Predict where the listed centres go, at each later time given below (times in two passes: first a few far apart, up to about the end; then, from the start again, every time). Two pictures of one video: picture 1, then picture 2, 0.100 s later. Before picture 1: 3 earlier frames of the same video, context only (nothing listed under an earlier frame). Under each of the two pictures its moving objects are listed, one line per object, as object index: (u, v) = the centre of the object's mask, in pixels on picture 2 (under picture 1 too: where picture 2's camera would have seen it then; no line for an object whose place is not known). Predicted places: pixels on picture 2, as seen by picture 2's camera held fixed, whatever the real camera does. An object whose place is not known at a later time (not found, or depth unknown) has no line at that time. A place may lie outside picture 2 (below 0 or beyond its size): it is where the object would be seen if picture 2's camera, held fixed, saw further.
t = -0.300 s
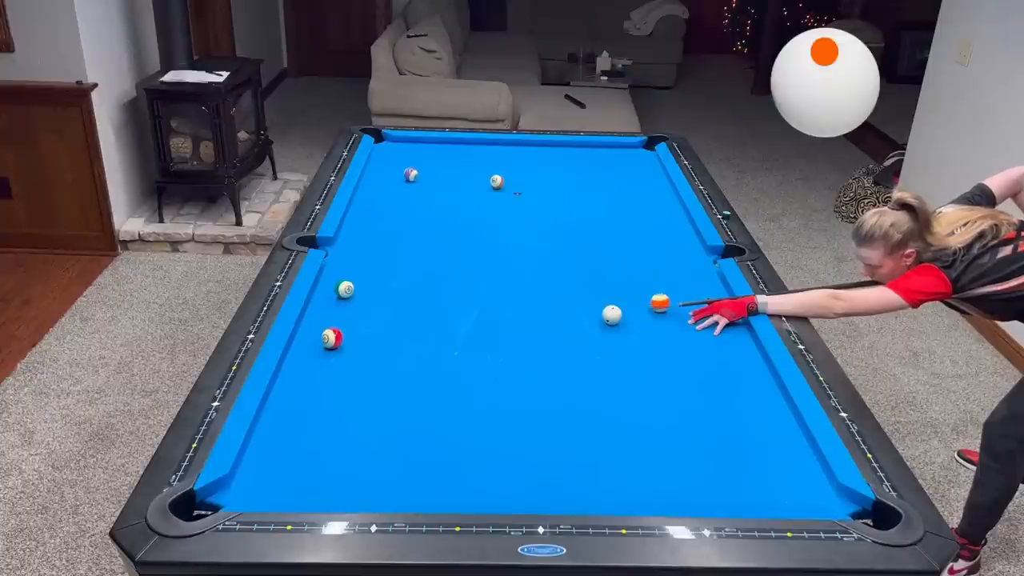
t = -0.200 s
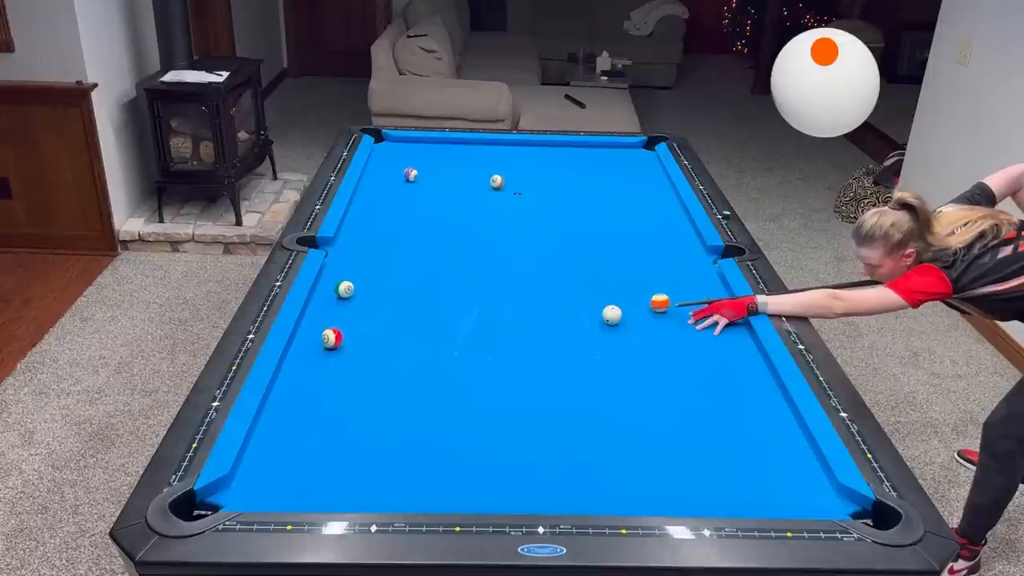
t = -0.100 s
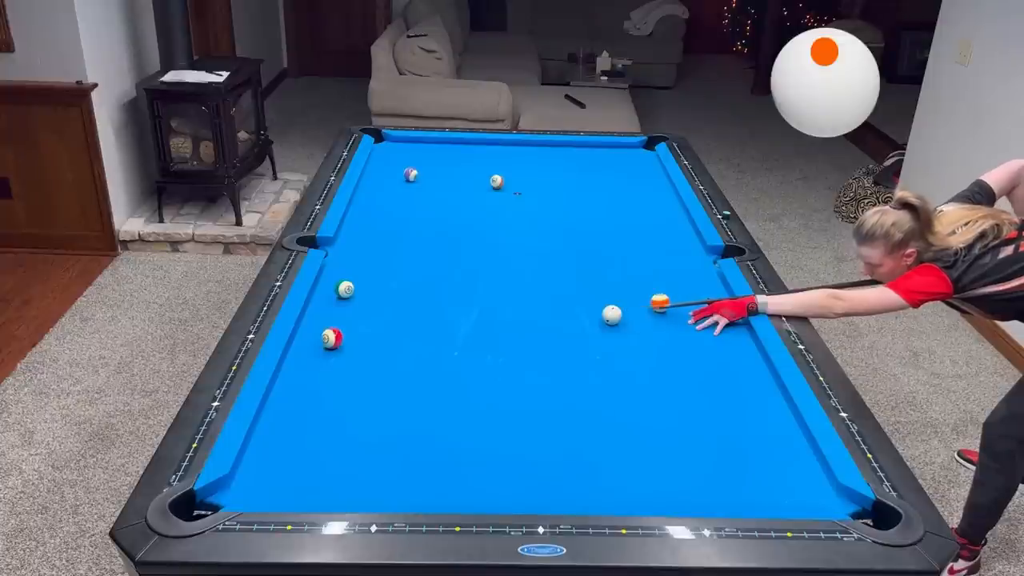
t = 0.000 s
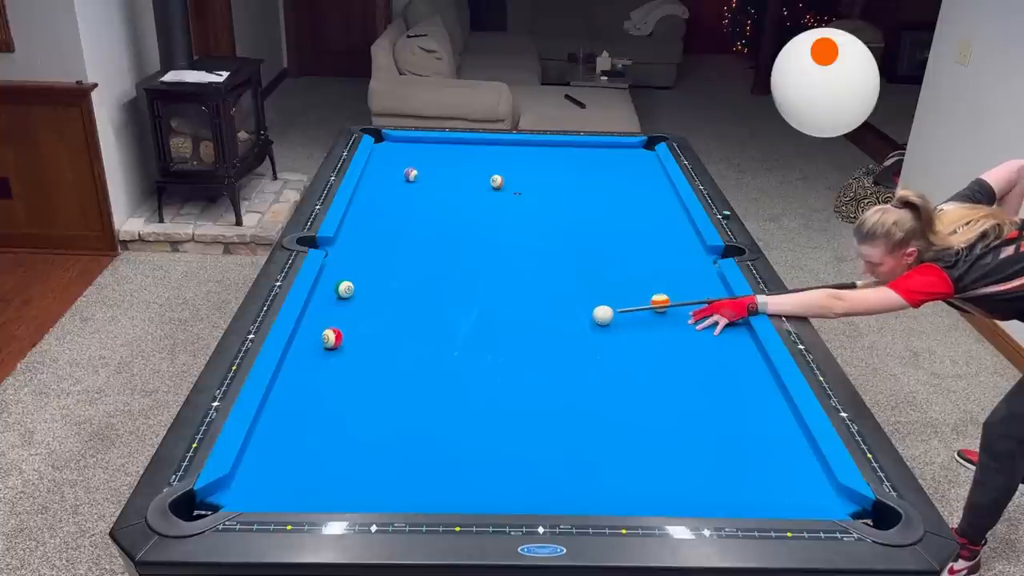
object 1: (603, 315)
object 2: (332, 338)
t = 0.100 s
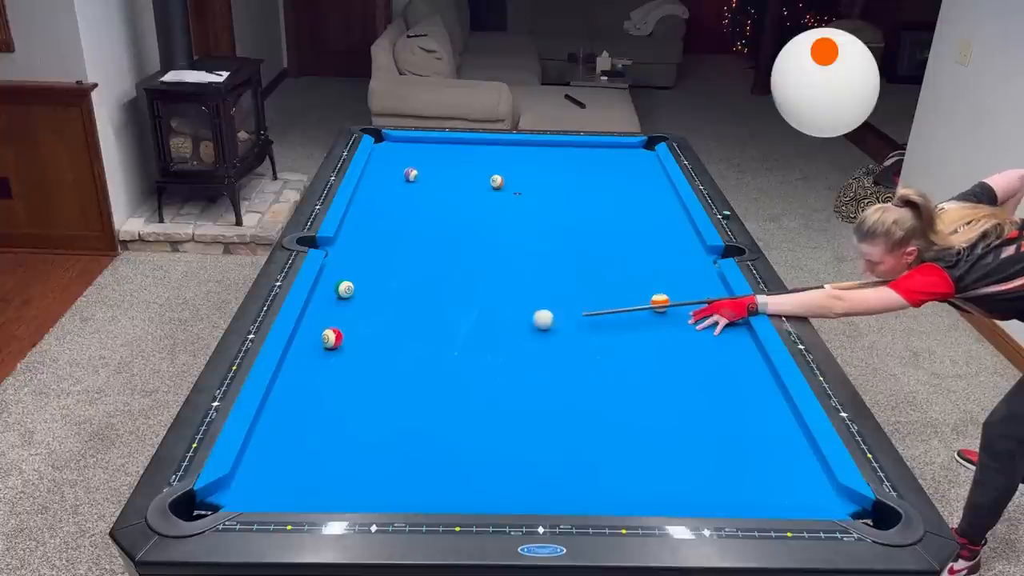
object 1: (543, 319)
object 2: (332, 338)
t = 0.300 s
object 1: (430, 327)
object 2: (332, 338)
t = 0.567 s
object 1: (335, 323)
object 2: (313, 352)
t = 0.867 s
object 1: (332, 310)
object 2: (388, 372)
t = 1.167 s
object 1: (368, 301)
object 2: (460, 391)
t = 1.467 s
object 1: (400, 292)
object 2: (534, 410)
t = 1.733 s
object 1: (426, 285)
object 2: (600, 428)
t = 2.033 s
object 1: (452, 279)
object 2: (678, 449)
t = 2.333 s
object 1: (475, 272)
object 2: (758, 471)
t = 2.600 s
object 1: (493, 267)
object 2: (830, 490)
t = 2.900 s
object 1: (512, 263)
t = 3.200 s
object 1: (529, 258)
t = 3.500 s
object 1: (543, 254)
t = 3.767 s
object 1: (554, 251)
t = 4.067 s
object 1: (565, 248)
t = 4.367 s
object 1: (574, 246)
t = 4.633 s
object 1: (581, 244)
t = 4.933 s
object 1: (587, 242)
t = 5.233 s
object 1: (592, 241)
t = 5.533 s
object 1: (596, 240)
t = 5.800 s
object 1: (598, 240)
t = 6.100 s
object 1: (599, 239)
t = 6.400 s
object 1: (598, 239)
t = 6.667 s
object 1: (598, 239)
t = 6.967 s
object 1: (598, 239)
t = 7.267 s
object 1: (598, 239)
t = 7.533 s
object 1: (598, 239)
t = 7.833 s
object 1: (598, 239)
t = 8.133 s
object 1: (598, 239)
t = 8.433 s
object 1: (598, 239)
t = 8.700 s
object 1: (598, 239)
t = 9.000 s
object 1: (598, 239)
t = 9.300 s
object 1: (598, 239)
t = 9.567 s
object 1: (598, 239)
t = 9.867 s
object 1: (598, 239)
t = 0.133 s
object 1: (524, 320)
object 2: (332, 338)
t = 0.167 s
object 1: (505, 321)
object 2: (332, 338)
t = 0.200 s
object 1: (487, 323)
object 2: (332, 338)
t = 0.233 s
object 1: (468, 324)
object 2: (332, 338)
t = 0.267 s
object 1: (449, 326)
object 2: (332, 338)
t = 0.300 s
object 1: (430, 327)
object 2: (332, 338)
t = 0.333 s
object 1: (410, 328)
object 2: (332, 338)
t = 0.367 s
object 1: (391, 330)
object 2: (332, 338)
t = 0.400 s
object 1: (371, 331)
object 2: (332, 338)
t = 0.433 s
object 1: (352, 333)
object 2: (331, 338)
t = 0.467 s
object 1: (348, 330)
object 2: (313, 342)
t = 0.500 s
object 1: (345, 327)
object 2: (297, 346)
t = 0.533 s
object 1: (340, 325)
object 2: (303, 349)
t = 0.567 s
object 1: (335, 323)
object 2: (313, 352)
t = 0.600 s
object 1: (330, 321)
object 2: (323, 354)
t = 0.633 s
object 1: (323, 319)
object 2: (332, 357)
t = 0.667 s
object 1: (317, 318)
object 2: (340, 359)
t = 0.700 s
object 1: (310, 316)
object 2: (349, 361)
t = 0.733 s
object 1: (313, 315)
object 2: (357, 364)
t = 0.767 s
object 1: (319, 314)
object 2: (365, 366)
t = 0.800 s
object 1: (324, 313)
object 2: (372, 368)
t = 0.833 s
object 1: (328, 311)
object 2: (380, 370)
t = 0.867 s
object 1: (332, 310)
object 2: (388, 372)
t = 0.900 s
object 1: (337, 309)
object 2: (396, 374)
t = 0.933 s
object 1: (341, 308)
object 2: (404, 376)
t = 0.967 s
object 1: (345, 307)
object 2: (412, 378)
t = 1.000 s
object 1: (349, 306)
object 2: (420, 380)
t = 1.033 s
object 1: (353, 305)
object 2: (428, 382)
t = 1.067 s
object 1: (357, 304)
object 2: (436, 384)
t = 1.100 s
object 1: (361, 303)
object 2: (444, 386)
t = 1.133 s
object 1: (364, 302)
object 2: (452, 389)
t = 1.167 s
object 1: (368, 301)
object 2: (460, 391)
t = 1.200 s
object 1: (372, 300)
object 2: (468, 392)
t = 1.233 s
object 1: (375, 299)
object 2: (476, 395)
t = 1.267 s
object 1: (380, 298)
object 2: (485, 397)
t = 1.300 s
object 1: (383, 297)
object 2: (492, 399)
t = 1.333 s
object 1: (386, 296)
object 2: (500, 401)
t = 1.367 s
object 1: (390, 295)
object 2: (509, 403)
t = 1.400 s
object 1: (393, 294)
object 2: (517, 406)
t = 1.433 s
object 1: (397, 293)
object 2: (525, 408)
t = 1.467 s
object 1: (400, 292)
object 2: (534, 410)
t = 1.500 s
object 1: (403, 291)
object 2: (542, 412)
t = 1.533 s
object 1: (407, 290)
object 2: (550, 414)
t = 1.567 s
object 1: (410, 289)
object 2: (558, 417)
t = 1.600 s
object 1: (413, 289)
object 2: (567, 419)
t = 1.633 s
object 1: (416, 288)
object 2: (575, 421)
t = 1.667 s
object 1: (420, 287)
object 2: (583, 424)
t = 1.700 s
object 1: (423, 286)
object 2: (592, 426)
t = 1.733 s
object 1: (426, 285)
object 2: (600, 428)
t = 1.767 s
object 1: (429, 285)
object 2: (609, 431)
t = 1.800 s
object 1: (432, 284)
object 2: (617, 433)
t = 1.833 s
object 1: (435, 283)
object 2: (626, 435)
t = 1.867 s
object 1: (438, 282)
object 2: (634, 437)
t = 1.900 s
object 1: (441, 282)
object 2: (643, 440)
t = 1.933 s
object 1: (443, 281)
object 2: (652, 442)
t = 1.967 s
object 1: (446, 280)
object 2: (661, 444)
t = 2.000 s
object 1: (449, 279)
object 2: (670, 447)
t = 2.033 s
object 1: (452, 279)
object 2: (678, 449)
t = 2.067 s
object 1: (455, 278)
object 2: (687, 452)
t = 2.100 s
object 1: (457, 277)
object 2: (696, 454)
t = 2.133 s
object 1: (460, 276)
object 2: (705, 457)
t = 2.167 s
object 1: (462, 276)
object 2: (713, 459)
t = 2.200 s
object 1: (465, 275)
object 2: (722, 462)
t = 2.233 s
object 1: (467, 274)
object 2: (731, 464)
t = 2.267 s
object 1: (470, 274)
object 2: (740, 466)
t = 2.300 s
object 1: (473, 273)
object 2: (749, 469)
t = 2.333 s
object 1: (475, 272)
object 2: (758, 471)
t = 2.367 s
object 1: (477, 272)
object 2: (767, 474)
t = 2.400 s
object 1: (480, 271)
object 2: (776, 476)
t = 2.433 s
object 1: (482, 271)
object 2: (785, 479)
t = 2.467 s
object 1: (485, 270)
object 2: (794, 481)
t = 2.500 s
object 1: (486, 269)
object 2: (803, 483)
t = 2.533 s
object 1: (489, 269)
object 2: (812, 486)
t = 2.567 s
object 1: (491, 268)
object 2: (821, 488)
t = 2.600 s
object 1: (493, 267)
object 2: (830, 490)
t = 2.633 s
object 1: (496, 267)
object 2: (835, 494)
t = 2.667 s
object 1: (498, 266)
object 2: (839, 497)
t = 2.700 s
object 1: (500, 266)
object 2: (844, 500)
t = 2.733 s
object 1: (502, 265)
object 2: (848, 505)
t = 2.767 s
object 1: (504, 265)
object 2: (853, 510)
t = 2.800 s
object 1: (506, 264)
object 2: (858, 516)
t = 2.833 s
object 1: (508, 264)
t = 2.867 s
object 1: (510, 263)
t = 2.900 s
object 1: (512, 263)
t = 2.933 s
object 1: (514, 262)
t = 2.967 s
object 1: (516, 262)
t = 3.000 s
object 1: (518, 261)
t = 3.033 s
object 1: (520, 261)
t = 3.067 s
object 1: (521, 260)
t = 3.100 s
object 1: (523, 260)
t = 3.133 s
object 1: (525, 259)
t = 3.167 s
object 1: (527, 259)
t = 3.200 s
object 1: (529, 258)
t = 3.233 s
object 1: (530, 258)
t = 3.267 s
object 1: (532, 257)
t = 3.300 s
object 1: (533, 257)
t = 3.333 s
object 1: (535, 256)
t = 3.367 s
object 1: (537, 256)
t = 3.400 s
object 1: (538, 255)
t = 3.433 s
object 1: (540, 255)
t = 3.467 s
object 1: (541, 255)
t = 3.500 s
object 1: (543, 254)
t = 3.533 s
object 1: (544, 254)
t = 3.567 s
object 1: (546, 253)
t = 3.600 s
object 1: (547, 253)
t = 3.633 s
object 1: (549, 253)
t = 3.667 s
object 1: (550, 252)
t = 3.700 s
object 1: (551, 252)
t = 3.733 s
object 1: (553, 251)
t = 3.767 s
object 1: (554, 251)
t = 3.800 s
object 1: (555, 251)
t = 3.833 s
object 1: (557, 250)
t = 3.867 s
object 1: (558, 250)
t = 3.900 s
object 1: (559, 250)
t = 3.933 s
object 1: (560, 249)
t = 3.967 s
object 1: (562, 249)
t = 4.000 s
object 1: (563, 249)
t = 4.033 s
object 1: (564, 249)
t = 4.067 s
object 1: (565, 248)
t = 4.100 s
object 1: (566, 248)
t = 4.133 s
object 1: (567, 247)
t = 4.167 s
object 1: (568, 247)
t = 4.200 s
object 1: (569, 247)
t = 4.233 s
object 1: (570, 246)
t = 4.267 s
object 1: (571, 246)
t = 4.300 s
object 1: (572, 246)
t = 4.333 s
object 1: (573, 246)
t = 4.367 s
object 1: (574, 246)
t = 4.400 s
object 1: (575, 245)
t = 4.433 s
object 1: (576, 245)
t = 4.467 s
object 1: (577, 245)
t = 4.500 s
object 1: (578, 245)
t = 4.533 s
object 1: (578, 244)
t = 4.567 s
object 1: (579, 244)
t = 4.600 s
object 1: (580, 244)
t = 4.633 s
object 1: (581, 244)
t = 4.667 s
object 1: (582, 243)
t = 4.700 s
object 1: (582, 243)
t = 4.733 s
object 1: (583, 243)
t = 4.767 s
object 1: (584, 243)
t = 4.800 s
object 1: (585, 242)
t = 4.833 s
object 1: (585, 242)
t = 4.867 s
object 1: (586, 242)
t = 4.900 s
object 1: (587, 242)
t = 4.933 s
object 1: (587, 242)
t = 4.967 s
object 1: (588, 242)
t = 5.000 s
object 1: (589, 241)
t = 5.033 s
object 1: (589, 241)
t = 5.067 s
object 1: (590, 241)
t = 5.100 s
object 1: (590, 241)
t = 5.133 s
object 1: (591, 241)
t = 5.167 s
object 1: (591, 241)
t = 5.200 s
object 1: (592, 241)
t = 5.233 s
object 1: (592, 241)
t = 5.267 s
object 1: (593, 240)
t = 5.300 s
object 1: (593, 240)
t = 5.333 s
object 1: (594, 240)
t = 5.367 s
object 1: (594, 240)
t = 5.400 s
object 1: (595, 240)
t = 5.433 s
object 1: (595, 240)
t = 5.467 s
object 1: (595, 240)
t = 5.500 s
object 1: (596, 240)
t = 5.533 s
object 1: (596, 240)
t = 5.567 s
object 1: (596, 240)
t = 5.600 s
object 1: (597, 240)
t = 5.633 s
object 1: (597, 240)
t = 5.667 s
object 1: (597, 240)
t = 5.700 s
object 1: (597, 240)
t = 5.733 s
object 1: (598, 240)
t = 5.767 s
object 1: (598, 240)
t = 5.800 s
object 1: (598, 240)
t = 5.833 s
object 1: (598, 239)
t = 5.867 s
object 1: (598, 239)
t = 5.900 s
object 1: (598, 239)
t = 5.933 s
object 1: (598, 239)
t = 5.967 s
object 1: (599, 239)
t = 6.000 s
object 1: (598, 239)
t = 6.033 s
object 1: (599, 239)
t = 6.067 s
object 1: (598, 239)
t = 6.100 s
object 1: (599, 239)
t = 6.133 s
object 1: (599, 239)
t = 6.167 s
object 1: (598, 239)
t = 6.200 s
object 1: (598, 239)
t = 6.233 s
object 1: (599, 239)
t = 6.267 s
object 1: (599, 239)
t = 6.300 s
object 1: (598, 239)
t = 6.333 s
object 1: (599, 239)
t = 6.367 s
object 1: (598, 239)
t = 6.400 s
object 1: (598, 239)
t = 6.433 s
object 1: (598, 239)
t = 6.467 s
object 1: (598, 239)
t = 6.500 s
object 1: (598, 239)
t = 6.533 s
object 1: (598, 239)
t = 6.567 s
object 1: (598, 239)
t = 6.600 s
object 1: (598, 239)
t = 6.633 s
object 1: (598, 239)
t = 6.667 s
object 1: (598, 239)
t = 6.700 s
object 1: (598, 239)
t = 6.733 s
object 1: (598, 239)
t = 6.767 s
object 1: (598, 239)
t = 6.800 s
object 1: (598, 239)
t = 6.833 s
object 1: (598, 239)
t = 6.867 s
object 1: (598, 239)
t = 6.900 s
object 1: (598, 239)
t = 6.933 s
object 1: (598, 239)
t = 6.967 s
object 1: (598, 239)
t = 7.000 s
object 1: (598, 239)
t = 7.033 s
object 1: (598, 239)
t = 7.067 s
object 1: (598, 239)
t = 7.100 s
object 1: (598, 239)
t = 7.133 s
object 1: (598, 239)
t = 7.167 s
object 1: (598, 239)
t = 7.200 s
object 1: (598, 239)
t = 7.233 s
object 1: (598, 239)
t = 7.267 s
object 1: (598, 239)
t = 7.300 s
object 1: (598, 239)
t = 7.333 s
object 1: (598, 239)
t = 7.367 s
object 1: (598, 239)
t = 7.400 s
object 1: (598, 239)
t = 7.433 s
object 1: (598, 239)
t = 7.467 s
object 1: (598, 239)
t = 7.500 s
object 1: (598, 239)
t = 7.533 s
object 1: (598, 239)
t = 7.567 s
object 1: (598, 239)
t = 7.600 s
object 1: (598, 239)
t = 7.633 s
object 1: (598, 239)
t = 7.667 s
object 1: (598, 239)
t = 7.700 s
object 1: (598, 239)
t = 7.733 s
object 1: (598, 239)
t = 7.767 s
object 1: (598, 239)
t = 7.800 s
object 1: (598, 239)
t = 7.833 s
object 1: (598, 239)
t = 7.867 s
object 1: (598, 239)
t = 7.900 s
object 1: (598, 239)
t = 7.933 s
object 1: (598, 239)
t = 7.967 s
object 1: (598, 239)
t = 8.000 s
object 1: (598, 239)
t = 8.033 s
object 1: (598, 239)
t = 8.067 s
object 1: (598, 239)
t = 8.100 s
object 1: (598, 239)
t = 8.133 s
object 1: (598, 239)
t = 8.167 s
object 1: (598, 239)
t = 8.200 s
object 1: (598, 239)
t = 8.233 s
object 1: (598, 239)
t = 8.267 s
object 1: (598, 239)
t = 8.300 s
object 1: (598, 239)
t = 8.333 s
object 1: (598, 239)
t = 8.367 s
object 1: (598, 239)
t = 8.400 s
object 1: (598, 239)
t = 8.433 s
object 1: (598, 239)
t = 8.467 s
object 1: (598, 239)
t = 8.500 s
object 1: (598, 239)
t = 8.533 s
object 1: (598, 239)
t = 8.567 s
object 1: (598, 239)
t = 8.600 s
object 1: (598, 239)
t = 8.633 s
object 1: (598, 239)
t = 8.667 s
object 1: (598, 239)
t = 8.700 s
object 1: (598, 239)
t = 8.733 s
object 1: (598, 239)
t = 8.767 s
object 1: (598, 239)
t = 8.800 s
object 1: (598, 239)
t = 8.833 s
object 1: (598, 239)
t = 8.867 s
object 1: (598, 239)
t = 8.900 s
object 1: (598, 239)
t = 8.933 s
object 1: (598, 239)
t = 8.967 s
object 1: (598, 239)
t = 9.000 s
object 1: (598, 239)
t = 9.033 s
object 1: (598, 239)
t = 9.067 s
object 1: (598, 239)
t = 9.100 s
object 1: (598, 239)
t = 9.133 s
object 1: (598, 239)
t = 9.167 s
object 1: (598, 239)
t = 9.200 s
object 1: (598, 239)
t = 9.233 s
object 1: (598, 239)
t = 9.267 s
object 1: (598, 239)
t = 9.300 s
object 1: (598, 239)
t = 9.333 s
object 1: (598, 239)
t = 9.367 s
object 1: (598, 239)
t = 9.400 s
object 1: (598, 239)
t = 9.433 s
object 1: (598, 239)
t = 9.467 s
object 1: (598, 239)
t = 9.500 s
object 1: (598, 239)
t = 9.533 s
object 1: (598, 239)
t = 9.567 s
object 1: (598, 239)
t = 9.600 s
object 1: (598, 239)
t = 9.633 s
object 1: (598, 239)
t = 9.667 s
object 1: (598, 239)
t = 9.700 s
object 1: (598, 239)
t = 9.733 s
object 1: (598, 239)
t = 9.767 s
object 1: (598, 239)
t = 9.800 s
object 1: (598, 239)
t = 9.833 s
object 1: (598, 239)
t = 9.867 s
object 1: (598, 239)
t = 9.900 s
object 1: (598, 239)
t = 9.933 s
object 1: (598, 239)
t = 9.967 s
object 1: (598, 239)
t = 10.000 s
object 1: (598, 239)
